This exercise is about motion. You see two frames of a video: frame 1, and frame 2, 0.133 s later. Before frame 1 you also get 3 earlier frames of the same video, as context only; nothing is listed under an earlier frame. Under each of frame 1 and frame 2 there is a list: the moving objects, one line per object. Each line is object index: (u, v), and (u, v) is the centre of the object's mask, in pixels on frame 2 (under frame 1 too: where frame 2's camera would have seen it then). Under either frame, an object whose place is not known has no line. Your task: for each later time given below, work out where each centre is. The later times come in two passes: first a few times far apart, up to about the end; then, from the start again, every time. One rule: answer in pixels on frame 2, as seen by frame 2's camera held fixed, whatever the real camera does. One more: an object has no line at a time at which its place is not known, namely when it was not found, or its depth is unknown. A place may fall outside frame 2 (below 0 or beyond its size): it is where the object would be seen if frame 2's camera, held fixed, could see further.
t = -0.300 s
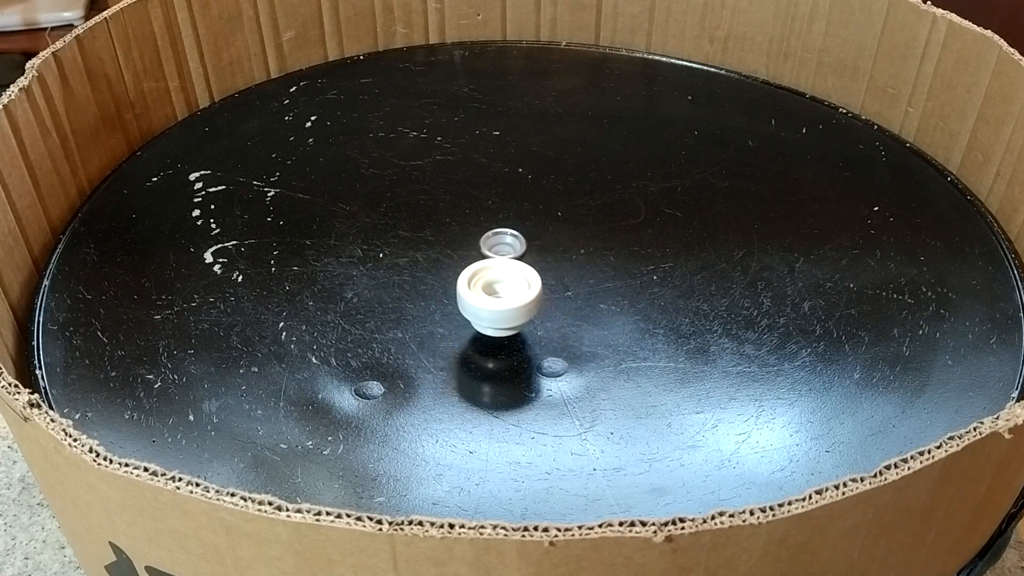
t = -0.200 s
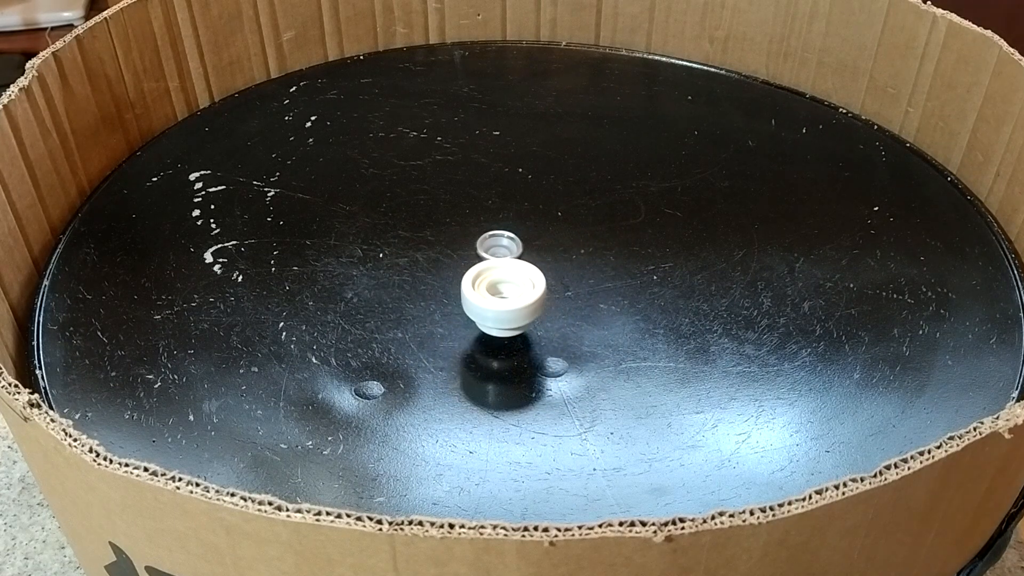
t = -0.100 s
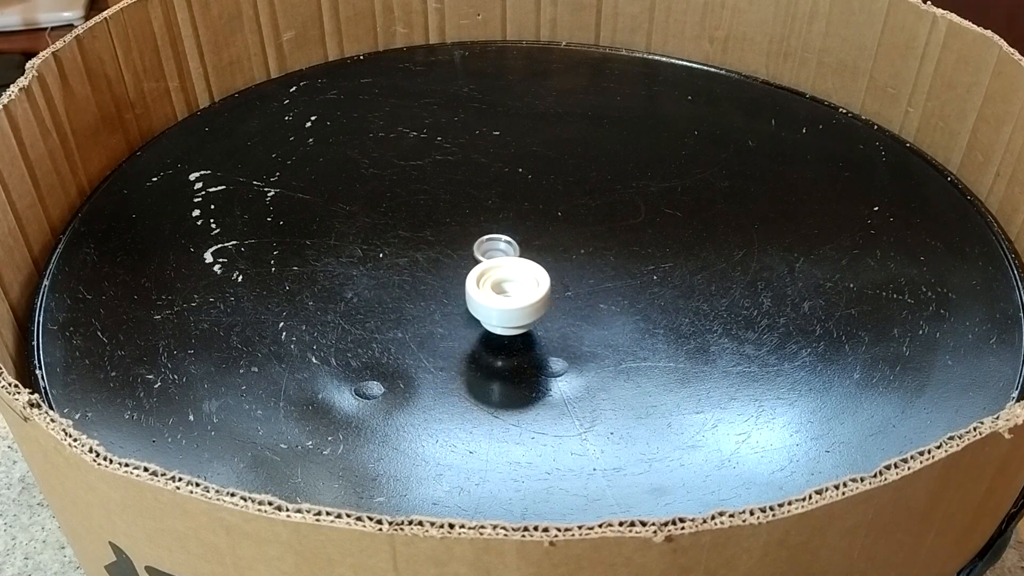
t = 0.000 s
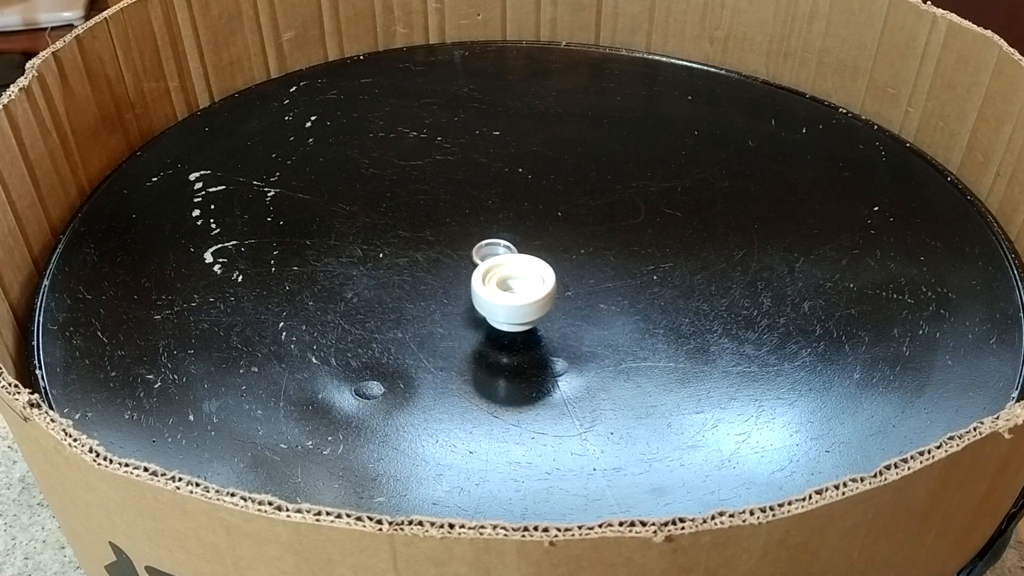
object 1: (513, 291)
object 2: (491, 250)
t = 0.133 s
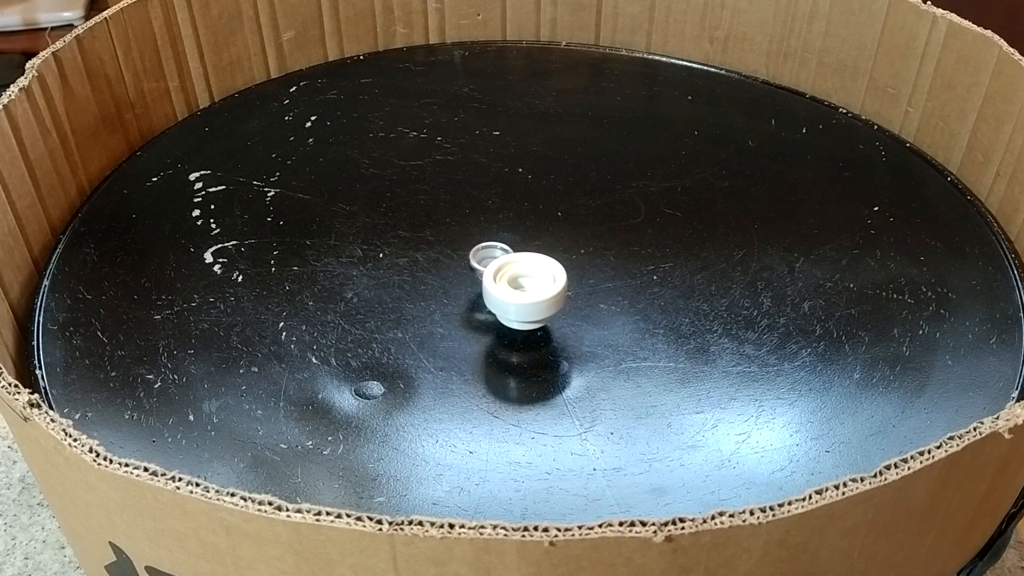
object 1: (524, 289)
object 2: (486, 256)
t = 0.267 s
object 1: (538, 289)
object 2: (482, 263)
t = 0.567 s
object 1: (561, 287)
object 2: (478, 269)
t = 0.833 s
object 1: (570, 276)
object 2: (482, 284)
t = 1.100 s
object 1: (563, 262)
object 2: (494, 295)
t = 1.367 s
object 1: (541, 251)
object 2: (512, 302)
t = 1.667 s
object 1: (513, 245)
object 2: (532, 299)
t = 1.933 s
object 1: (485, 247)
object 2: (553, 296)
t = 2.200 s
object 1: (465, 257)
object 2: (562, 286)
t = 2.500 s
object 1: (460, 276)
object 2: (555, 271)
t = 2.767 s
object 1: (475, 292)
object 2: (540, 265)
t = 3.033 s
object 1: (500, 300)
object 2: (518, 256)
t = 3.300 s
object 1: (531, 302)
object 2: (484, 263)
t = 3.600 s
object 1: (561, 296)
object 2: (469, 274)
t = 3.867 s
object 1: (568, 278)
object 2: (468, 290)
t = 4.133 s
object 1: (558, 257)
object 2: (483, 301)
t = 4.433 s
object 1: (531, 243)
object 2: (510, 304)
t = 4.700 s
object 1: (500, 244)
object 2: (532, 296)
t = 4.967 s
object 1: (477, 257)
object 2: (543, 279)
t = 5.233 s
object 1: (471, 277)
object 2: (540, 262)
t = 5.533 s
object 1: (484, 299)
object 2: (524, 252)
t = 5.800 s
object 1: (508, 305)
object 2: (504, 252)
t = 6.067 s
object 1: (530, 295)
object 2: (488, 263)
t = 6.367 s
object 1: (581, 293)
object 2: (386, 219)
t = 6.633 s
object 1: (596, 273)
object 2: (382, 223)
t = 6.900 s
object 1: (576, 252)
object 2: (405, 243)
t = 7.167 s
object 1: (538, 244)
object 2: (461, 259)
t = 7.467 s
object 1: (588, 240)
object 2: (221, 307)
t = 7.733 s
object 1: (596, 254)
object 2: (213, 313)
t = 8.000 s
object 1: (578, 271)
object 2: (298, 315)
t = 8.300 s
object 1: (562, 290)
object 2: (478, 277)
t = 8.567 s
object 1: (600, 297)
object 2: (460, 234)
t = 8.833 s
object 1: (608, 282)
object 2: (453, 223)
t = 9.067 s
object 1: (585, 271)
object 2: (453, 232)
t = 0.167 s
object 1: (527, 289)
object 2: (485, 259)
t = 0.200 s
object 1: (529, 288)
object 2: (484, 261)
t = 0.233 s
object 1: (533, 288)
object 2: (484, 263)
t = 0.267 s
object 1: (538, 289)
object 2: (482, 263)
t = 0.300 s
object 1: (541, 290)
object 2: (480, 262)
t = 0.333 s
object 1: (544, 291)
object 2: (479, 262)
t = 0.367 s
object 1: (547, 291)
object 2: (479, 262)
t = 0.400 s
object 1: (550, 290)
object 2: (480, 263)
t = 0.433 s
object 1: (552, 290)
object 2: (479, 264)
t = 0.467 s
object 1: (554, 290)
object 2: (479, 265)
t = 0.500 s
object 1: (557, 289)
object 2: (479, 267)
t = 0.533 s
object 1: (560, 288)
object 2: (478, 268)
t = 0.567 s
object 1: (561, 287)
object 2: (478, 269)
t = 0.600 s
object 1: (563, 286)
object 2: (478, 271)
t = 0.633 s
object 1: (565, 285)
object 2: (479, 273)
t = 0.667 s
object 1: (566, 284)
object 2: (479, 274)
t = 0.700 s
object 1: (567, 283)
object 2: (479, 276)
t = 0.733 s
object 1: (568, 281)
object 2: (479, 278)
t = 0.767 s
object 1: (569, 279)
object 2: (480, 280)
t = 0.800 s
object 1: (570, 278)
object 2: (481, 282)
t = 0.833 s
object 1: (570, 276)
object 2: (482, 284)
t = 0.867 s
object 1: (570, 274)
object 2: (483, 286)
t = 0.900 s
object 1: (570, 272)
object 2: (484, 288)
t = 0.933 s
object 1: (570, 270)
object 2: (485, 289)
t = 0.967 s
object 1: (569, 268)
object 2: (487, 290)
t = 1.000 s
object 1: (567, 265)
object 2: (488, 292)
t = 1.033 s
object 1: (567, 264)
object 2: (490, 293)
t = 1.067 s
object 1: (565, 263)
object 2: (492, 294)
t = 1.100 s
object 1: (563, 262)
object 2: (494, 295)
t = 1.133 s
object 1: (561, 261)
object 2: (496, 297)
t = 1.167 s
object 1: (559, 259)
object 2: (498, 298)
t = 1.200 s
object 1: (556, 258)
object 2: (500, 299)
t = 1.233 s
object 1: (554, 256)
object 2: (503, 300)
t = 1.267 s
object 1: (551, 254)
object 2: (505, 301)
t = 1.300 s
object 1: (547, 253)
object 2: (508, 302)
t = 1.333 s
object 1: (544, 252)
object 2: (510, 302)
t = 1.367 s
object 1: (541, 251)
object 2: (512, 302)
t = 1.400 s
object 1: (538, 249)
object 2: (514, 302)
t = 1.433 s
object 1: (535, 248)
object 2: (517, 303)
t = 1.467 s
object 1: (531, 247)
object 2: (519, 302)
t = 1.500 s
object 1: (528, 247)
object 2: (521, 303)
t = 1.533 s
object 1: (525, 246)
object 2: (524, 302)
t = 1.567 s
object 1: (522, 245)
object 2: (526, 301)
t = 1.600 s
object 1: (519, 245)
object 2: (528, 300)
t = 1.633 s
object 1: (516, 245)
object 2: (530, 300)
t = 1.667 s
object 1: (513, 245)
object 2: (532, 299)
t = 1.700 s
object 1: (510, 246)
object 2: (533, 298)
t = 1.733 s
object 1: (507, 246)
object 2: (535, 297)
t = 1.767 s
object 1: (503, 247)
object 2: (539, 297)
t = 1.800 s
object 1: (499, 247)
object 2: (543, 298)
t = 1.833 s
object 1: (495, 246)
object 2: (546, 298)
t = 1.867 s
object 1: (492, 247)
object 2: (548, 297)
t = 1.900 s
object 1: (488, 247)
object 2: (551, 297)
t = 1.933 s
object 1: (485, 247)
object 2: (553, 296)
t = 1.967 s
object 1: (482, 248)
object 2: (555, 295)
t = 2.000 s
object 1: (479, 248)
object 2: (556, 294)
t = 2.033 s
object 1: (476, 250)
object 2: (558, 293)
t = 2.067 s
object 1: (473, 251)
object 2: (559, 292)
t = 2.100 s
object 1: (471, 252)
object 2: (560, 290)
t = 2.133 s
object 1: (468, 254)
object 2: (561, 289)
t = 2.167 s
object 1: (466, 255)
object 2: (562, 287)
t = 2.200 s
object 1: (465, 257)
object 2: (562, 286)
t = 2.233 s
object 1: (463, 259)
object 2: (562, 285)
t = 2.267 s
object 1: (462, 261)
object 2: (561, 283)
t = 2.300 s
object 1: (460, 263)
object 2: (561, 281)
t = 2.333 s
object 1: (460, 265)
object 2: (561, 279)
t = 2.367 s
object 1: (459, 267)
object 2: (560, 278)
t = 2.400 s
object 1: (459, 269)
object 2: (559, 276)
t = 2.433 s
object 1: (459, 271)
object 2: (558, 275)
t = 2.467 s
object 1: (460, 273)
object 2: (556, 273)
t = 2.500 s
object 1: (460, 276)
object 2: (555, 271)
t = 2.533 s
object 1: (461, 278)
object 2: (554, 269)
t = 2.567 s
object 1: (462, 280)
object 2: (553, 268)
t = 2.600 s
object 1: (463, 283)
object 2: (552, 267)
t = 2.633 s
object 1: (466, 285)
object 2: (550, 267)
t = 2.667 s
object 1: (468, 287)
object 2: (548, 267)
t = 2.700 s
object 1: (469, 288)
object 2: (546, 267)
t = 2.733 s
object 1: (472, 290)
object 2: (543, 266)
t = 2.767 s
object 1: (475, 292)
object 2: (540, 265)
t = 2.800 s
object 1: (477, 293)
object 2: (537, 265)
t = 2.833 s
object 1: (481, 295)
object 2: (535, 264)
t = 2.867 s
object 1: (484, 296)
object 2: (533, 263)
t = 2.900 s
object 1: (487, 297)
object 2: (530, 261)
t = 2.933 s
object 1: (490, 298)
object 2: (528, 259)
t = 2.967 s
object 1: (493, 299)
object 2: (525, 258)
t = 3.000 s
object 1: (497, 299)
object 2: (522, 257)
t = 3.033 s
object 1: (500, 300)
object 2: (518, 256)
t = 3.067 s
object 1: (504, 300)
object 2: (514, 256)
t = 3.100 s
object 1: (507, 300)
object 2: (510, 256)
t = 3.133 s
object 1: (510, 299)
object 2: (505, 256)
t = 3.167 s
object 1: (514, 299)
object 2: (500, 256)
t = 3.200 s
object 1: (519, 300)
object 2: (495, 257)
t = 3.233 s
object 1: (523, 301)
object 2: (490, 258)
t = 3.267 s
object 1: (528, 302)
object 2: (487, 261)
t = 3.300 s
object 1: (531, 302)
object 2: (484, 263)
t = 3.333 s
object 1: (535, 302)
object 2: (483, 265)
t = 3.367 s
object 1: (539, 303)
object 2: (481, 266)
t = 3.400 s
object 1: (543, 302)
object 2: (479, 267)
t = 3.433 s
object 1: (546, 302)
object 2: (477, 268)
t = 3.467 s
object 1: (550, 301)
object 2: (475, 269)
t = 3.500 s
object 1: (553, 300)
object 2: (473, 270)
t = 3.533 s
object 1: (556, 299)
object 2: (472, 271)
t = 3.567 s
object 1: (559, 297)
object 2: (470, 273)
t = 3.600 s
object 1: (561, 296)
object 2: (469, 274)
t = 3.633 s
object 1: (563, 294)
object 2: (468, 276)
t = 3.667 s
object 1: (565, 292)
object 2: (467, 278)
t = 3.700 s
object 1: (566, 290)
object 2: (467, 280)
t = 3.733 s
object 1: (566, 288)
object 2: (467, 282)
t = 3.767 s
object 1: (567, 285)
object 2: (466, 284)
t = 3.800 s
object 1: (568, 283)
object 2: (467, 285)
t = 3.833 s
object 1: (568, 280)
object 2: (467, 287)
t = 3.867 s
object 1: (568, 278)
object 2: (468, 290)
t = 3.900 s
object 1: (568, 275)
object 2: (469, 291)
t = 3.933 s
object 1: (567, 272)
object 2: (470, 293)
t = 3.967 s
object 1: (567, 269)
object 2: (472, 294)
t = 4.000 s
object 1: (565, 267)
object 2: (474, 296)
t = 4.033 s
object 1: (564, 264)
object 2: (476, 297)
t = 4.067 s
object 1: (563, 262)
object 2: (478, 299)
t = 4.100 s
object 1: (560, 259)
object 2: (480, 300)
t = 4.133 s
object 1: (558, 257)
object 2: (483, 301)
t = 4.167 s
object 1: (556, 255)
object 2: (486, 302)
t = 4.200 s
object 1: (553, 252)
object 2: (488, 303)
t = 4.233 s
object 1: (551, 250)
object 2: (491, 304)
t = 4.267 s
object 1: (548, 249)
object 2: (494, 305)
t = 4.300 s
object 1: (545, 247)
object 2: (498, 305)
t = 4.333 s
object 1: (542, 246)
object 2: (501, 305)
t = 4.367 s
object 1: (538, 245)
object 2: (504, 305)
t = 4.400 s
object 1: (535, 244)
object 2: (507, 305)
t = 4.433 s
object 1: (531, 243)
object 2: (510, 304)
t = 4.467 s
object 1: (527, 243)
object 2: (514, 304)
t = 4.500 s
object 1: (523, 242)
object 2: (517, 303)
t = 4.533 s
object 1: (520, 242)
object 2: (520, 302)
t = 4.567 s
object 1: (516, 242)
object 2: (523, 301)
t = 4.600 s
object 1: (511, 242)
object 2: (526, 300)
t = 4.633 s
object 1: (508, 242)
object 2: (528, 299)
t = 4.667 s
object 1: (504, 243)
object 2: (531, 297)
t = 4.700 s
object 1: (500, 244)
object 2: (532, 296)
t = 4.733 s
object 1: (497, 245)
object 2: (534, 294)
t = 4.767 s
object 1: (493, 246)
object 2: (536, 292)
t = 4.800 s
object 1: (490, 247)
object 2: (537, 290)
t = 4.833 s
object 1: (488, 249)
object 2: (538, 289)
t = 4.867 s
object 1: (484, 251)
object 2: (540, 286)
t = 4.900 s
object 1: (482, 252)
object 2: (541, 284)
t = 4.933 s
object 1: (480, 255)
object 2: (542, 282)
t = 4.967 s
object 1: (477, 257)
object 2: (543, 279)
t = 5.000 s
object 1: (476, 259)
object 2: (543, 277)
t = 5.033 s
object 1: (474, 262)
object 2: (543, 275)
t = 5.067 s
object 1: (473, 264)
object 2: (543, 273)
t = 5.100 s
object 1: (472, 267)
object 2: (542, 270)
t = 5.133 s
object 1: (471, 269)
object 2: (542, 268)
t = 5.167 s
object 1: (471, 272)
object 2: (541, 266)
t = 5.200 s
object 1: (471, 274)
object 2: (541, 264)
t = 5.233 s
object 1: (471, 277)
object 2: (540, 262)
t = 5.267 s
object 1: (472, 280)
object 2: (538, 260)
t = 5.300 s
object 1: (472, 283)
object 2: (536, 259)
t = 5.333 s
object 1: (473, 285)
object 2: (535, 258)
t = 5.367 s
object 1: (475, 288)
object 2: (534, 257)
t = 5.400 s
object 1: (476, 290)
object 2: (532, 256)
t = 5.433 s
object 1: (477, 293)
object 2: (530, 255)
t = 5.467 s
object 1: (479, 295)
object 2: (528, 254)
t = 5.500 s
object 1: (482, 297)
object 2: (525, 253)
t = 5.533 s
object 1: (484, 299)
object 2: (524, 252)
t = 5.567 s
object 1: (487, 300)
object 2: (521, 251)
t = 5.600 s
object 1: (489, 302)
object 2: (518, 250)
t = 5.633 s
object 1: (493, 303)
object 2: (516, 250)
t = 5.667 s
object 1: (495, 304)
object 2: (513, 250)
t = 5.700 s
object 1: (498, 305)
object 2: (511, 251)
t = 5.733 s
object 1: (502, 305)
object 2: (508, 251)
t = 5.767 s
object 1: (505, 305)
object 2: (506, 251)
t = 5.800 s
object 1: (508, 305)
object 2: (504, 252)
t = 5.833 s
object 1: (511, 305)
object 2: (501, 253)
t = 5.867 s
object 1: (513, 304)
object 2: (499, 254)
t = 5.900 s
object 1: (517, 303)
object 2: (497, 255)
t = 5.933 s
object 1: (520, 302)
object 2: (495, 256)
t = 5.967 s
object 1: (523, 300)
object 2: (493, 257)
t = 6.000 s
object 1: (526, 299)
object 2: (491, 259)
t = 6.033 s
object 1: (527, 297)
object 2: (490, 261)
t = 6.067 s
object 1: (530, 295)
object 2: (488, 263)
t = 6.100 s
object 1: (532, 293)
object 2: (486, 266)
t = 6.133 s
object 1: (540, 294)
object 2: (477, 263)
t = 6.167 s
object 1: (551, 296)
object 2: (454, 252)
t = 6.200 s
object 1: (559, 297)
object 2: (434, 243)
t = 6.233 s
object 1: (564, 296)
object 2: (417, 235)
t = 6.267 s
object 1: (569, 296)
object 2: (404, 229)
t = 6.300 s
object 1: (573, 295)
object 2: (395, 224)
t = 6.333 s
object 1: (578, 294)
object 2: (389, 221)
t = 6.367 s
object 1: (581, 293)
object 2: (386, 219)
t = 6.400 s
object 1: (585, 291)
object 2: (384, 217)
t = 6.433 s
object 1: (588, 289)
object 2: (382, 217)
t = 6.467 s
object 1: (591, 287)
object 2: (382, 217)
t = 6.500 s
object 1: (593, 284)
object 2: (382, 217)
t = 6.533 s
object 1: (594, 282)
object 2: (382, 218)
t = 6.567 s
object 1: (596, 279)
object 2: (381, 220)
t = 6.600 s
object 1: (596, 276)
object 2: (381, 221)
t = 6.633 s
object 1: (596, 273)
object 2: (382, 223)
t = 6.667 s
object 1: (595, 271)
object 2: (383, 225)
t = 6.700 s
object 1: (593, 268)
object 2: (385, 228)
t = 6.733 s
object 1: (592, 265)
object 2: (387, 230)
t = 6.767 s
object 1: (589, 262)
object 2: (390, 233)
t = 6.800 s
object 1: (586, 259)
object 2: (393, 236)
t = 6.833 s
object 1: (583, 257)
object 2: (397, 239)
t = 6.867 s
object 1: (579, 254)
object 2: (400, 241)
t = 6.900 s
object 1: (576, 252)
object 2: (405, 243)
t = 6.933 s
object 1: (571, 250)
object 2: (409, 246)
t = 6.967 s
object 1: (567, 248)
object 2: (414, 248)
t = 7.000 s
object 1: (563, 247)
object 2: (420, 250)
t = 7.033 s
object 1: (558, 246)
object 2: (427, 252)
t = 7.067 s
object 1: (553, 245)
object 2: (435, 253)
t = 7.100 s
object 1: (548, 244)
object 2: (443, 256)
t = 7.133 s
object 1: (543, 244)
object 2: (452, 258)
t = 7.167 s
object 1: (538, 244)
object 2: (461, 259)
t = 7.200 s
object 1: (535, 244)
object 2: (463, 262)
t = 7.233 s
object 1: (550, 241)
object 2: (425, 270)
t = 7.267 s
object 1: (563, 239)
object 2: (383, 277)
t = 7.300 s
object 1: (572, 238)
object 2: (346, 284)
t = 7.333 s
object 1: (577, 238)
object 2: (311, 291)
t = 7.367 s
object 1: (579, 238)
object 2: (281, 296)
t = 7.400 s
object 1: (582, 239)
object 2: (255, 301)
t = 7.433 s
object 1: (585, 239)
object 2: (235, 304)
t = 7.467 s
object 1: (588, 240)
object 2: (221, 307)
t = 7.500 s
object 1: (591, 242)
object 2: (213, 308)
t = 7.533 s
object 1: (594, 243)
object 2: (208, 309)
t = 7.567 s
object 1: (595, 245)
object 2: (207, 309)
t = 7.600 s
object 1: (597, 246)
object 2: (206, 309)
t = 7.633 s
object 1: (597, 248)
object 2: (206, 310)
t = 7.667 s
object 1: (598, 250)
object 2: (207, 311)
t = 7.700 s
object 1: (598, 252)
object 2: (209, 312)
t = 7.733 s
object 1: (596, 254)
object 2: (213, 313)
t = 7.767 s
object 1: (595, 256)
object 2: (217, 314)
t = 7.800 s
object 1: (593, 259)
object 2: (223, 315)
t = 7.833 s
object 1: (592, 261)
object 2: (228, 316)
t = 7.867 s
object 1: (590, 263)
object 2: (236, 316)
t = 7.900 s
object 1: (587, 265)
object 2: (246, 317)
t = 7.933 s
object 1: (584, 267)
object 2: (261, 317)
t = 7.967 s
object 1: (581, 269)
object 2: (278, 317)
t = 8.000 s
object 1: (578, 271)
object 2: (298, 315)
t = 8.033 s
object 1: (574, 273)
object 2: (319, 314)
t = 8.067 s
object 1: (571, 275)
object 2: (344, 312)
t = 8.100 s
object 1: (567, 277)
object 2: (368, 309)
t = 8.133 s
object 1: (565, 279)
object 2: (393, 306)
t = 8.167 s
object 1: (560, 281)
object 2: (418, 302)
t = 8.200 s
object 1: (557, 283)
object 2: (442, 297)
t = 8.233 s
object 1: (553, 285)
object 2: (466, 293)
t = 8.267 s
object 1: (551, 286)
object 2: (486, 287)
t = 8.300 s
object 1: (562, 290)
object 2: (478, 277)
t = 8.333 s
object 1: (572, 292)
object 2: (471, 267)
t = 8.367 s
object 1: (578, 295)
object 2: (465, 262)
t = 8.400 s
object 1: (582, 296)
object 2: (461, 257)
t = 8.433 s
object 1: (585, 297)
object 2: (461, 253)
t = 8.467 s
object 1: (589, 297)
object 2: (460, 248)
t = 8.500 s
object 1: (592, 298)
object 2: (460, 244)
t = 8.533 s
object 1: (596, 297)
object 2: (460, 239)
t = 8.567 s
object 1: (600, 297)
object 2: (460, 234)
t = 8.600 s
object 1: (603, 296)
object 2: (460, 231)
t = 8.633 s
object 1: (605, 294)
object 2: (459, 229)
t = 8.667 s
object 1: (607, 293)
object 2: (458, 227)
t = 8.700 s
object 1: (609, 291)
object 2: (457, 226)
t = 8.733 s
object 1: (609, 289)
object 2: (456, 224)
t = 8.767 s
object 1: (609, 287)
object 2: (456, 221)
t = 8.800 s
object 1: (609, 284)
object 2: (454, 223)
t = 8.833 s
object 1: (608, 282)
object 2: (453, 223)
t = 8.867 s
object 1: (605, 280)
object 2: (452, 223)
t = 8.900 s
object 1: (603, 278)
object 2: (451, 224)
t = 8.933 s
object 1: (600, 276)
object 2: (451, 225)
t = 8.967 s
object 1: (597, 275)
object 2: (451, 226)
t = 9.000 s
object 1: (593, 273)
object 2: (451, 227)
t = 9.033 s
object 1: (589, 272)
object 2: (452, 230)
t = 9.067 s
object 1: (585, 271)
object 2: (453, 232)
